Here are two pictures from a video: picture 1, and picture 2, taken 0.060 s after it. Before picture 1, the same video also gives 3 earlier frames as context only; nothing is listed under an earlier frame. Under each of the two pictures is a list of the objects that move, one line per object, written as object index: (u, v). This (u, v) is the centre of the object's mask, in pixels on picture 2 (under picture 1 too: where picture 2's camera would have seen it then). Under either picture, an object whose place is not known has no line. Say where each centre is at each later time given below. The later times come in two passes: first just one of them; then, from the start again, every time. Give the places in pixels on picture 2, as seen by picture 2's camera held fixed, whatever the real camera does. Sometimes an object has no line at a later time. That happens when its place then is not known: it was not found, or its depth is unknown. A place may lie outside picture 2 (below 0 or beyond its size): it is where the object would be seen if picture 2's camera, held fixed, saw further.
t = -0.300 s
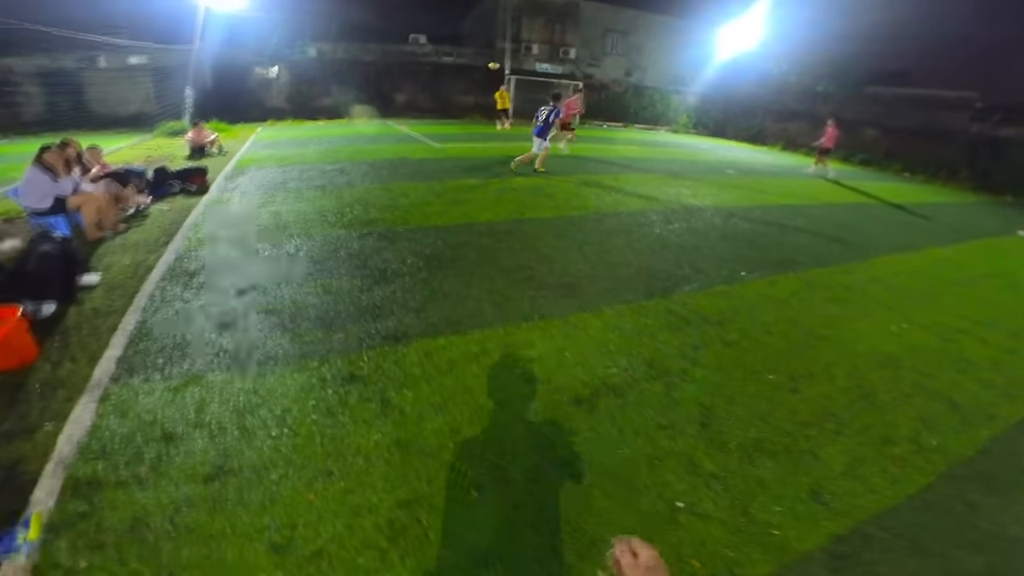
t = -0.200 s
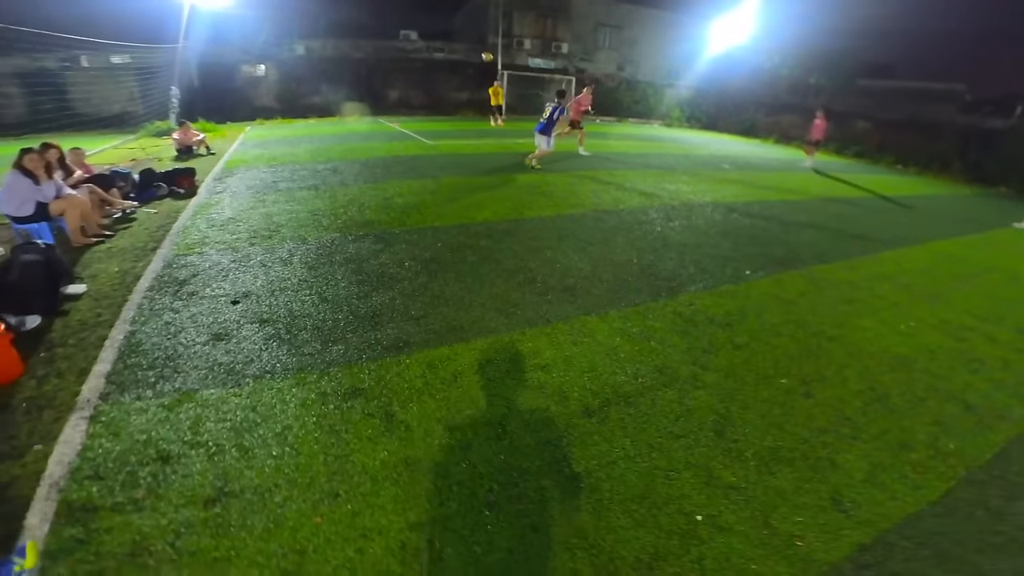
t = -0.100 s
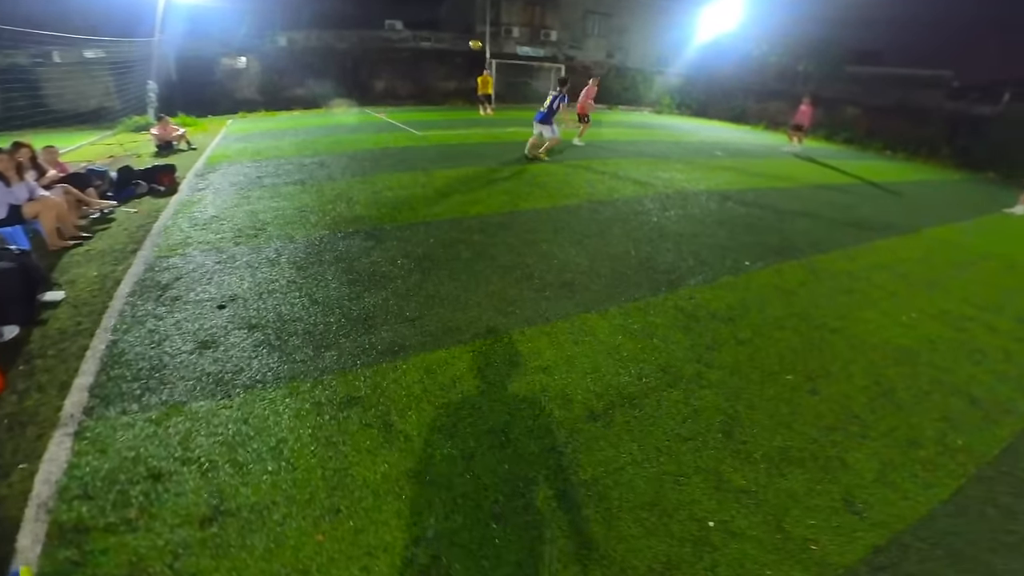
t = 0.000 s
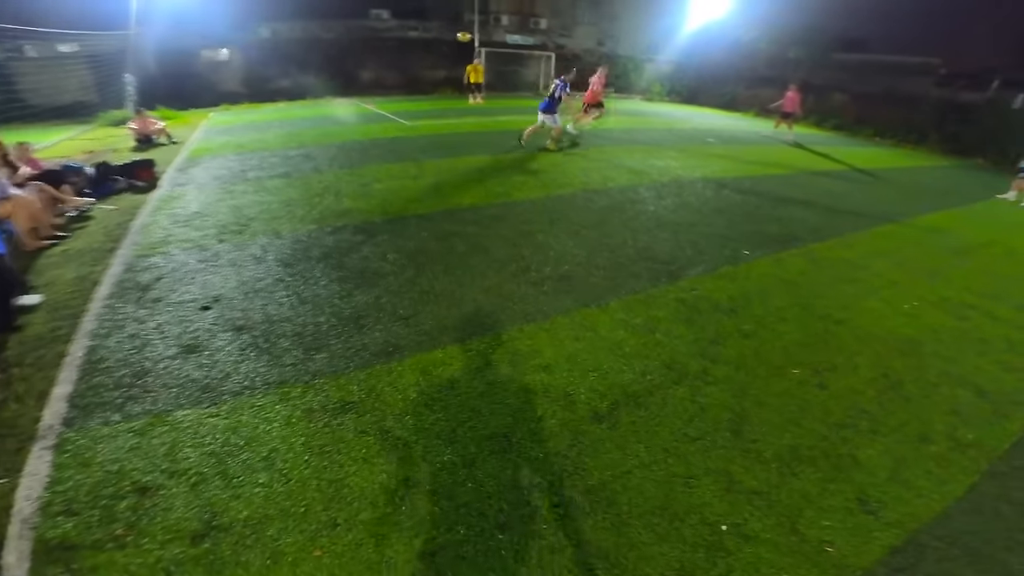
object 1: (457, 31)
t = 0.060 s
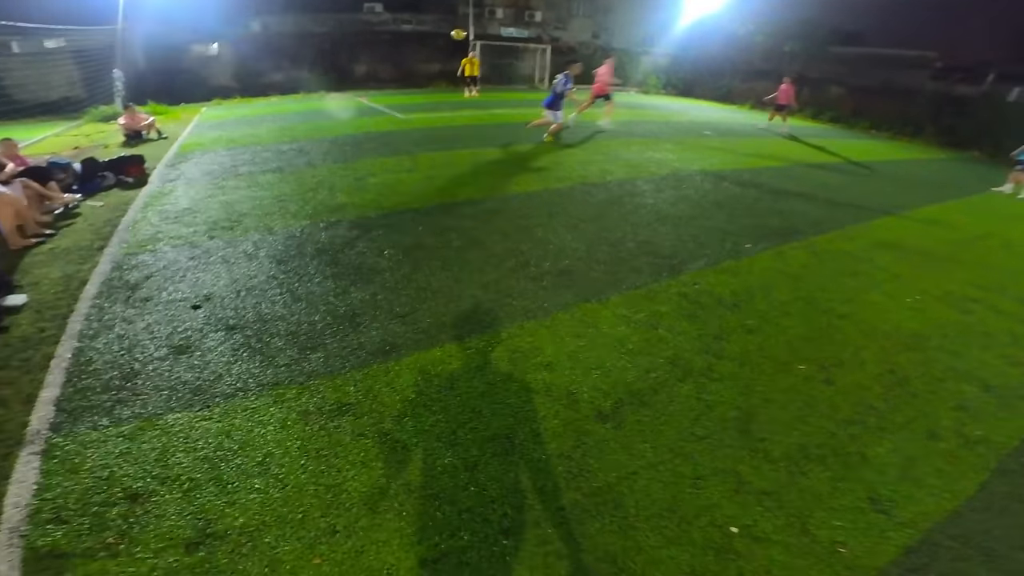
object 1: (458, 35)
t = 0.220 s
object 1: (460, 66)
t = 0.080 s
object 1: (458, 36)
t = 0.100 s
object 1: (459, 39)
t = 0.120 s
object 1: (459, 42)
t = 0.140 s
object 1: (459, 45)
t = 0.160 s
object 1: (459, 49)
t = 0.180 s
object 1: (460, 55)
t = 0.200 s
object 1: (460, 60)
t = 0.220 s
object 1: (460, 66)
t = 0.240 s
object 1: (461, 74)
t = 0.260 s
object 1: (463, 81)
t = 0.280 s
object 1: (464, 90)
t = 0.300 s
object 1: (462, 98)
